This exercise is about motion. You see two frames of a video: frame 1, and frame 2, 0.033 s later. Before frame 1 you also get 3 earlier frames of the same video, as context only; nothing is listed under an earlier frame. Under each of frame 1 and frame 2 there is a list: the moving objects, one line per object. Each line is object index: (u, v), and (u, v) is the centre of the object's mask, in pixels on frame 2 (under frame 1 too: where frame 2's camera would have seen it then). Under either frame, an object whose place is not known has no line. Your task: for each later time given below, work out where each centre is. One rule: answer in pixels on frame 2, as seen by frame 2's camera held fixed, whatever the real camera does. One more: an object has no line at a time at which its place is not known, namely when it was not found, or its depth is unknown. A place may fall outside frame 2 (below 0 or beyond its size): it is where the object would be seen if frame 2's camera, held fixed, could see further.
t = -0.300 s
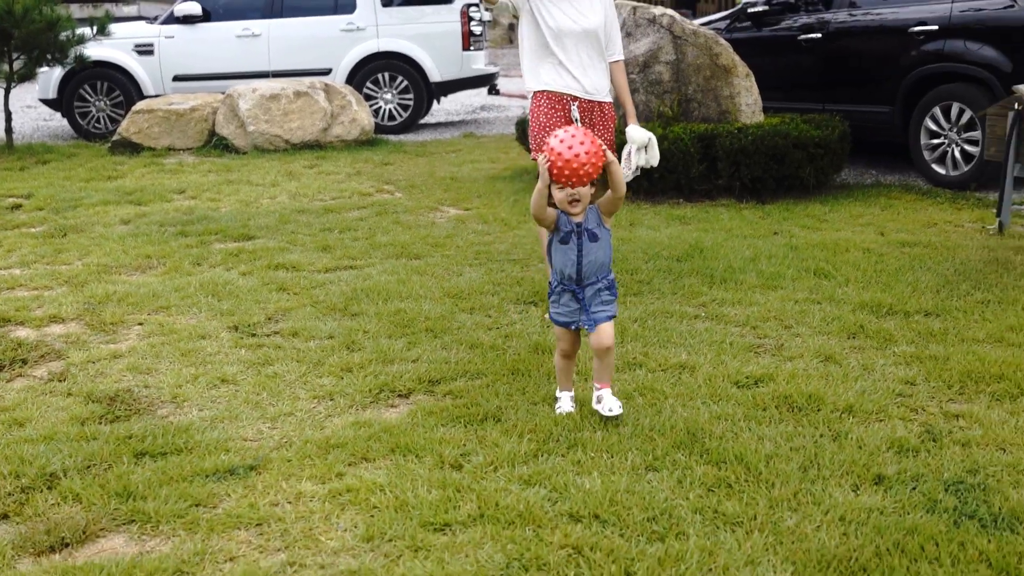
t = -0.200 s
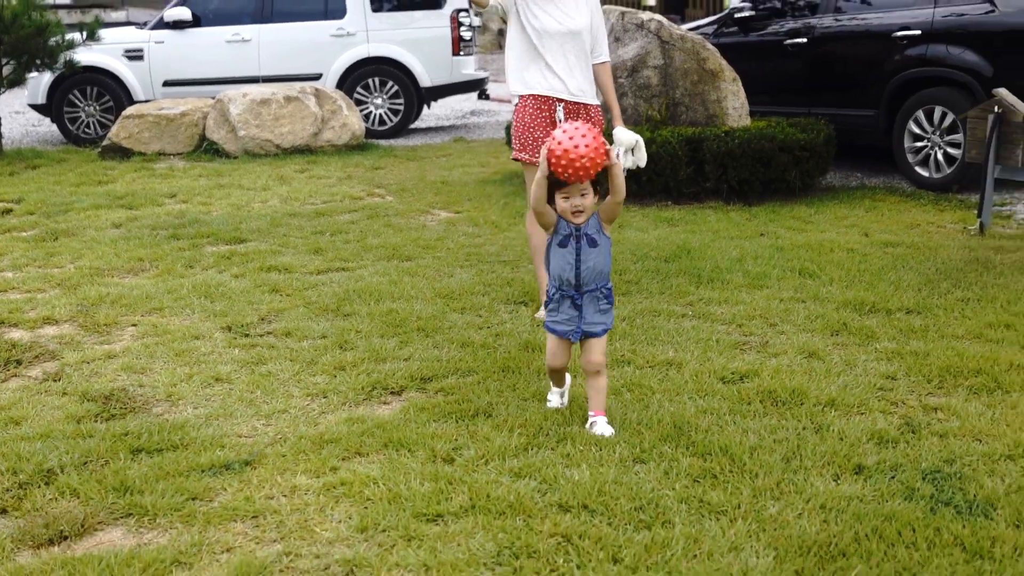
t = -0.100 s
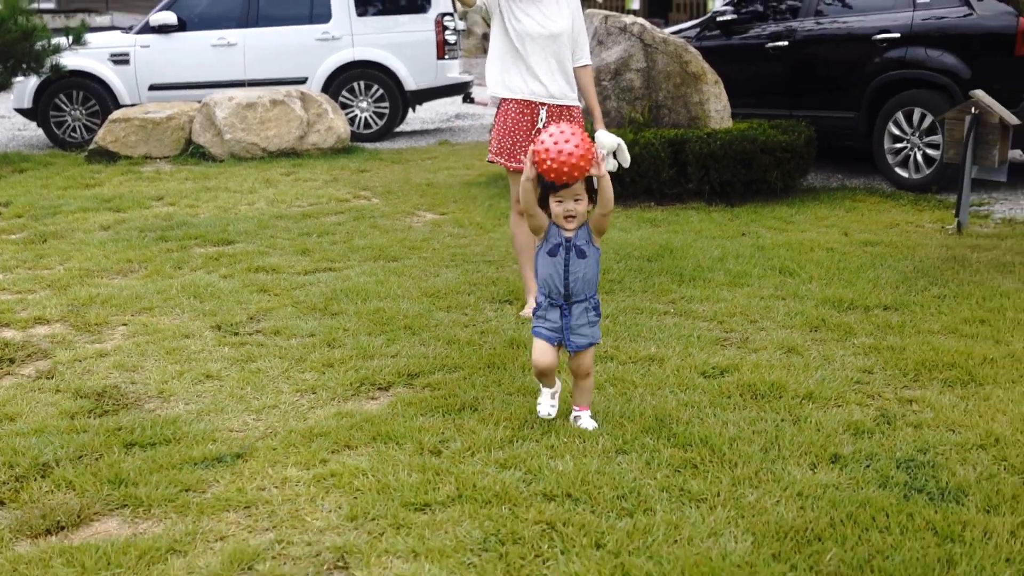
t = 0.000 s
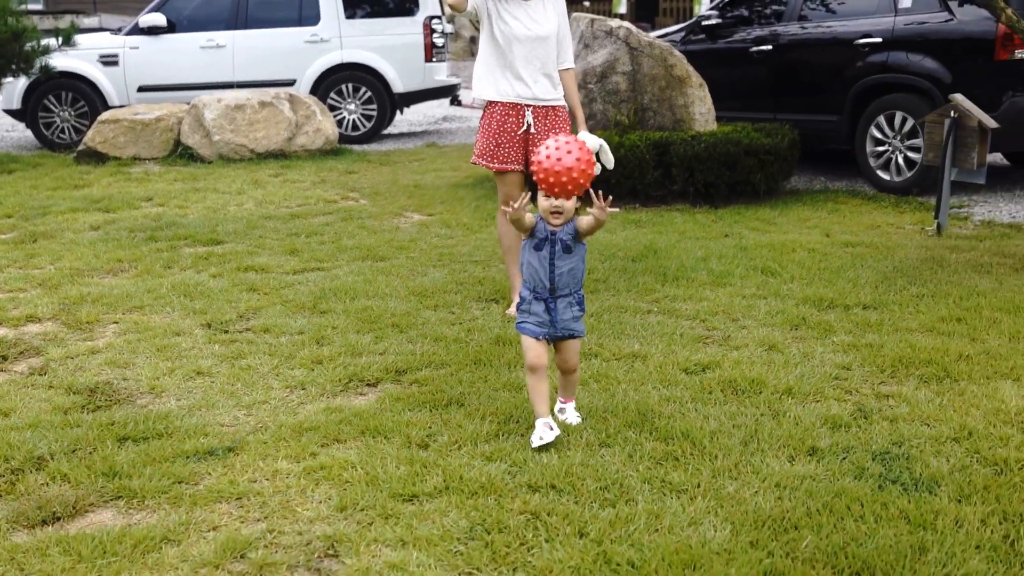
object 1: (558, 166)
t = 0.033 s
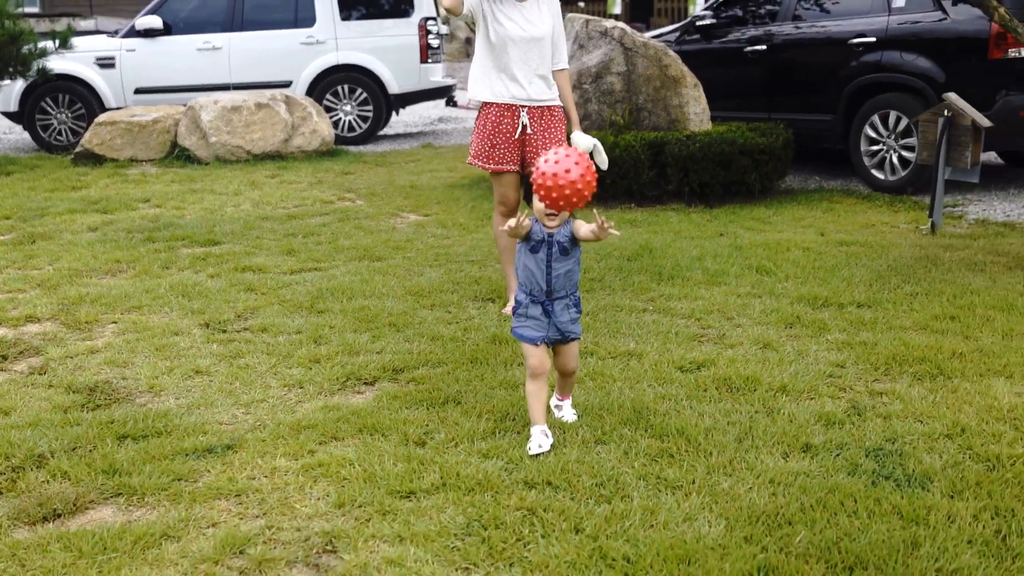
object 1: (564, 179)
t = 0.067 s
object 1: (570, 196)
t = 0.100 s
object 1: (576, 217)
